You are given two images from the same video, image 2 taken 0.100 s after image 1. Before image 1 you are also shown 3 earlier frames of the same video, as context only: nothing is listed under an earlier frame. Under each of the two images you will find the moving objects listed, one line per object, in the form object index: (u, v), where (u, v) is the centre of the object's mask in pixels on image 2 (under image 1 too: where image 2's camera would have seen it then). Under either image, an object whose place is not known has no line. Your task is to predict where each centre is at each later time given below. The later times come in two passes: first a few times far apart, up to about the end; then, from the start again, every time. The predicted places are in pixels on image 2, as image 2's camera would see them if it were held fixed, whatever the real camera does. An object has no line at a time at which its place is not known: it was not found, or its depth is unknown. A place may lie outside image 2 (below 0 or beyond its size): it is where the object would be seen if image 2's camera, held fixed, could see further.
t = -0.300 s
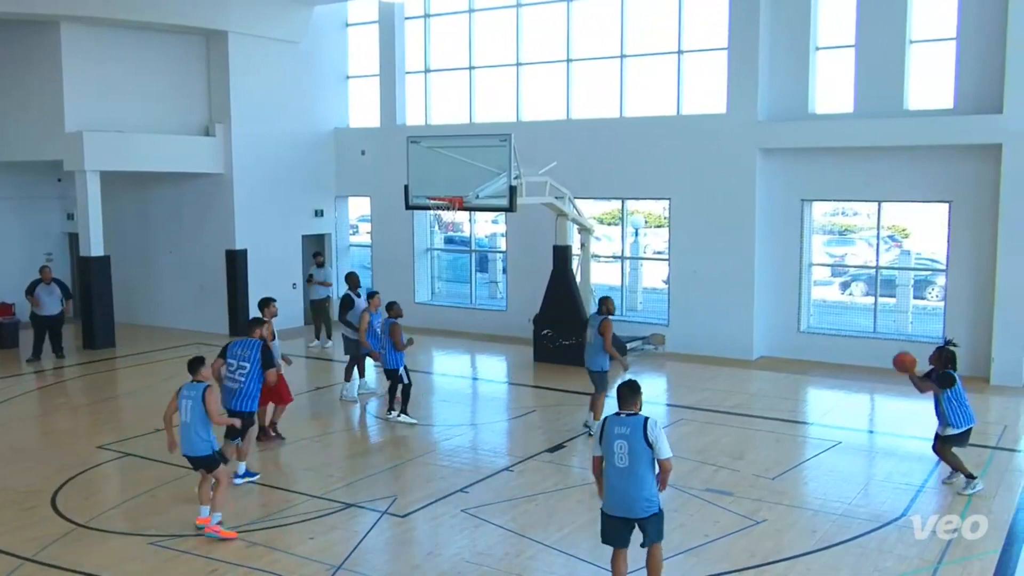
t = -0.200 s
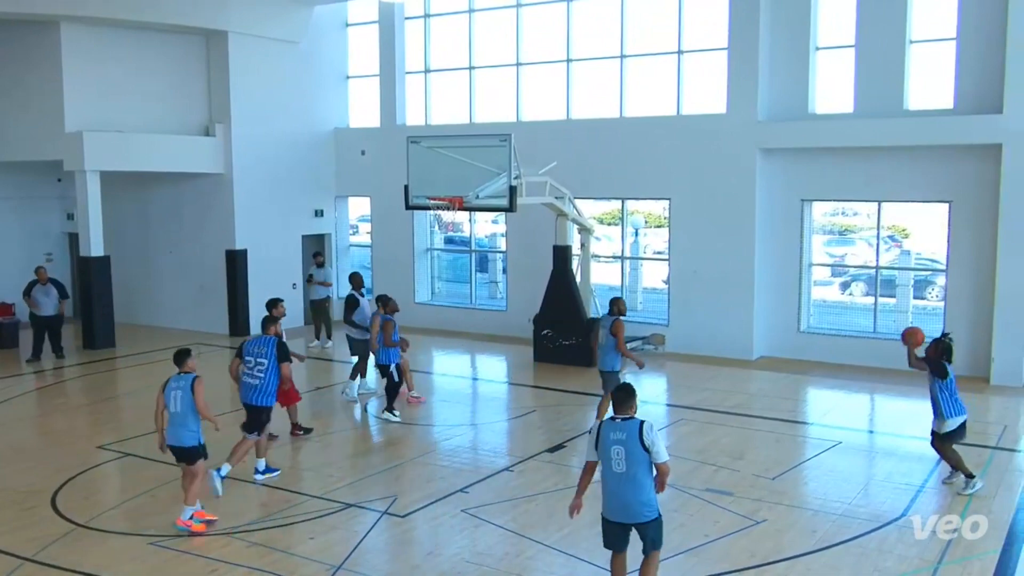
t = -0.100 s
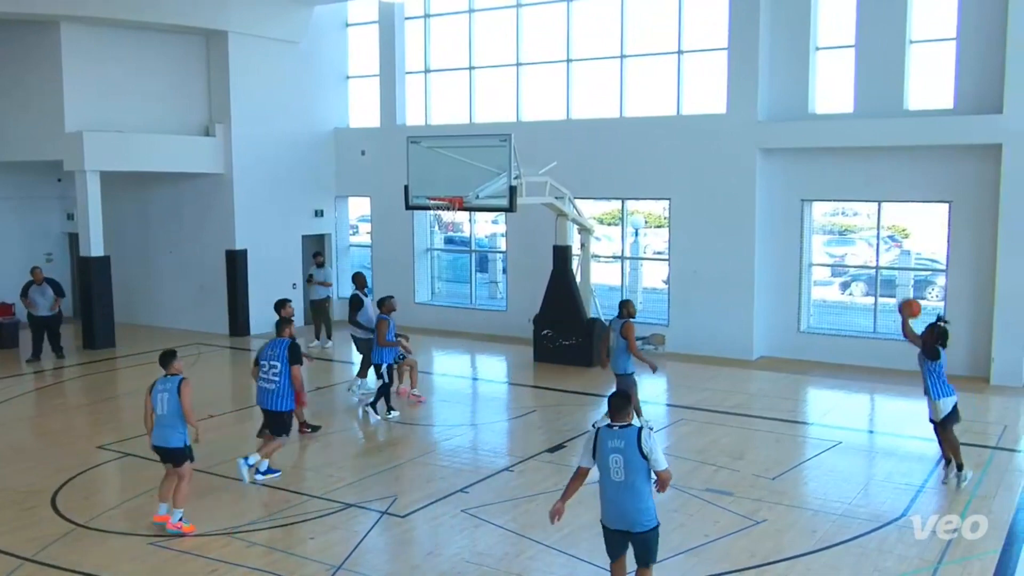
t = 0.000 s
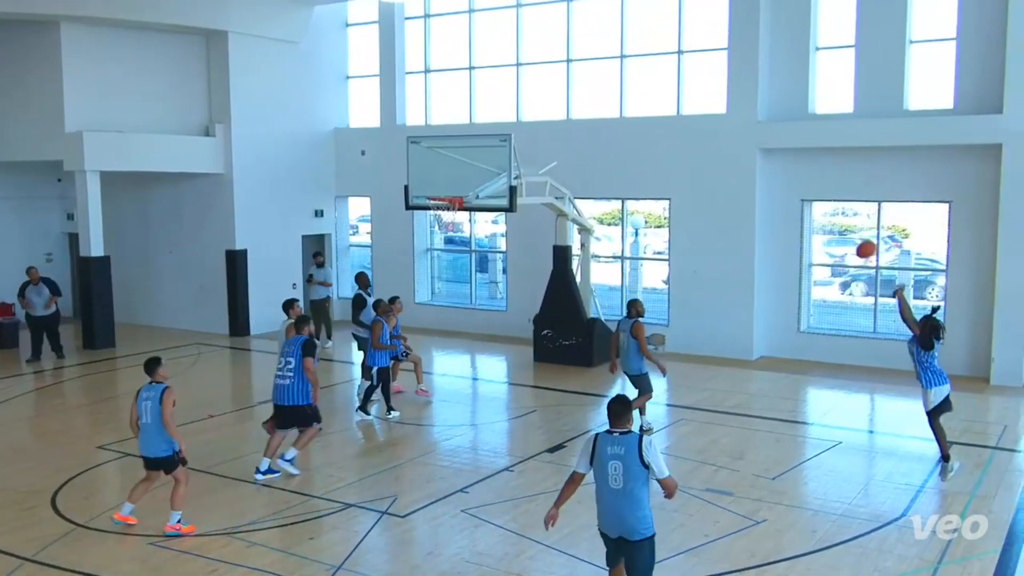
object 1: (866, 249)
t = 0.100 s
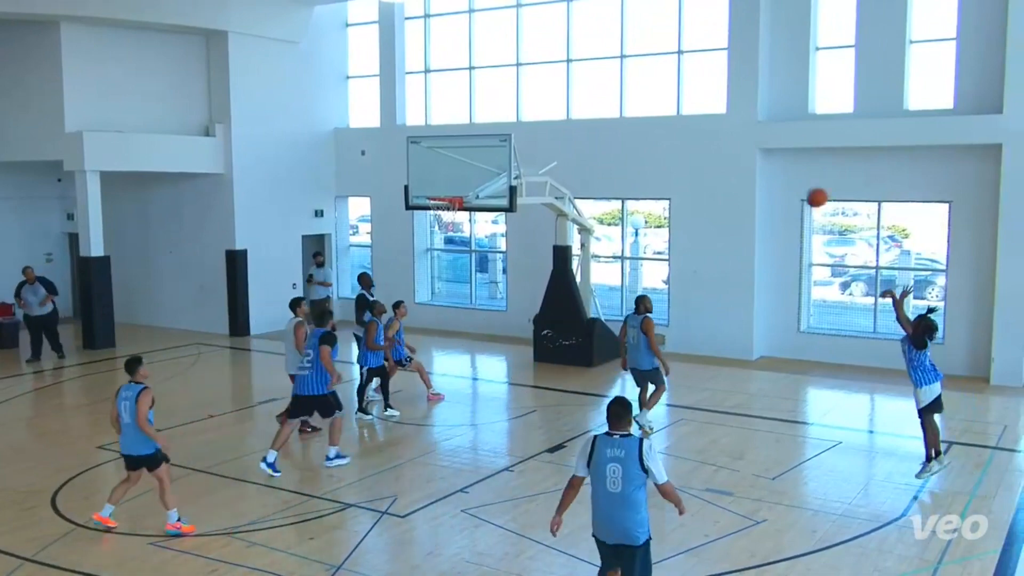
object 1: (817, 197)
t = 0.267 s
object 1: (743, 137)
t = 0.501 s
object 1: (647, 97)
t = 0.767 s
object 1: (554, 106)
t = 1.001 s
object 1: (483, 153)
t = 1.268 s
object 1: (414, 173)
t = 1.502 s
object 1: (354, 167)
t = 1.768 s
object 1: (281, 211)
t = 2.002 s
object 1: (213, 298)
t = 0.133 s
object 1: (802, 183)
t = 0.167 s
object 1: (787, 170)
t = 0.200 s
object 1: (772, 158)
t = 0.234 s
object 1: (757, 147)
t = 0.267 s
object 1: (743, 137)
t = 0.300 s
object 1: (728, 128)
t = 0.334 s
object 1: (714, 121)
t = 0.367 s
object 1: (700, 114)
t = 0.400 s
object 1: (686, 108)
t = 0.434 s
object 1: (674, 103)
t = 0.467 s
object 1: (660, 100)
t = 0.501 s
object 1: (647, 97)
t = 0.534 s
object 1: (635, 95)
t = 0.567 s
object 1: (623, 94)
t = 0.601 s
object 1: (611, 94)
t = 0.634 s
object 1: (599, 94)
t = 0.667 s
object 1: (587, 96)
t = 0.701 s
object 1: (575, 98)
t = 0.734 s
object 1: (565, 102)
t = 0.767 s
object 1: (554, 106)
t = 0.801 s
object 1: (543, 111)
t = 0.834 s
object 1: (532, 116)
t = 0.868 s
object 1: (522, 123)
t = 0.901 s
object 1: (512, 130)
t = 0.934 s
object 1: (502, 137)
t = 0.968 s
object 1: (492, 145)
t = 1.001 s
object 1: (483, 153)
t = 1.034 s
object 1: (473, 163)
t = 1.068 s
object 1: (464, 173)
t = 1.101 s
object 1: (455, 183)
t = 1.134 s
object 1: (447, 193)
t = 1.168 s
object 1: (439, 187)
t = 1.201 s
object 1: (431, 182)
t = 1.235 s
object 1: (423, 177)
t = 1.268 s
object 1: (414, 173)
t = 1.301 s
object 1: (406, 170)
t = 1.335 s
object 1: (397, 168)
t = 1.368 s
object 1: (389, 166)
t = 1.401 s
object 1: (380, 165)
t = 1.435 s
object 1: (372, 165)
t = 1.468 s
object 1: (363, 166)
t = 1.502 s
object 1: (354, 167)
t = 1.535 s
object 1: (345, 170)
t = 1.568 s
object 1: (336, 173)
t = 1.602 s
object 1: (327, 177)
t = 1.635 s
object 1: (318, 182)
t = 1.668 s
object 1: (309, 188)
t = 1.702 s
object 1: (299, 195)
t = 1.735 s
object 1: (291, 202)
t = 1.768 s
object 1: (281, 211)
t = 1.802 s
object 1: (272, 220)
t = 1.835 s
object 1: (262, 231)
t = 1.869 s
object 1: (253, 242)
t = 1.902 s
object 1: (242, 255)
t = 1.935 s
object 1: (234, 268)
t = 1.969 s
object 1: (222, 282)
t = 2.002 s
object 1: (213, 298)
